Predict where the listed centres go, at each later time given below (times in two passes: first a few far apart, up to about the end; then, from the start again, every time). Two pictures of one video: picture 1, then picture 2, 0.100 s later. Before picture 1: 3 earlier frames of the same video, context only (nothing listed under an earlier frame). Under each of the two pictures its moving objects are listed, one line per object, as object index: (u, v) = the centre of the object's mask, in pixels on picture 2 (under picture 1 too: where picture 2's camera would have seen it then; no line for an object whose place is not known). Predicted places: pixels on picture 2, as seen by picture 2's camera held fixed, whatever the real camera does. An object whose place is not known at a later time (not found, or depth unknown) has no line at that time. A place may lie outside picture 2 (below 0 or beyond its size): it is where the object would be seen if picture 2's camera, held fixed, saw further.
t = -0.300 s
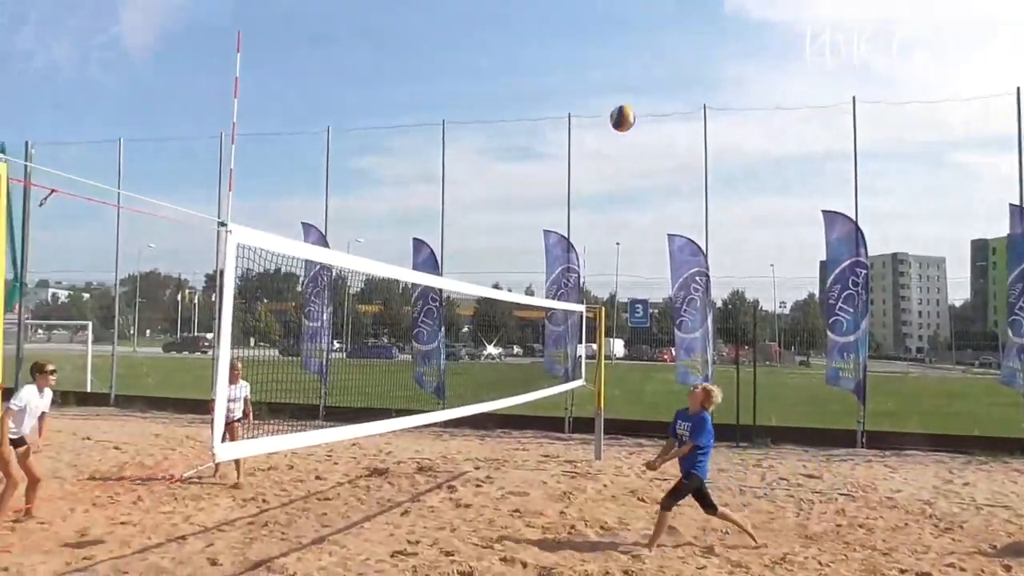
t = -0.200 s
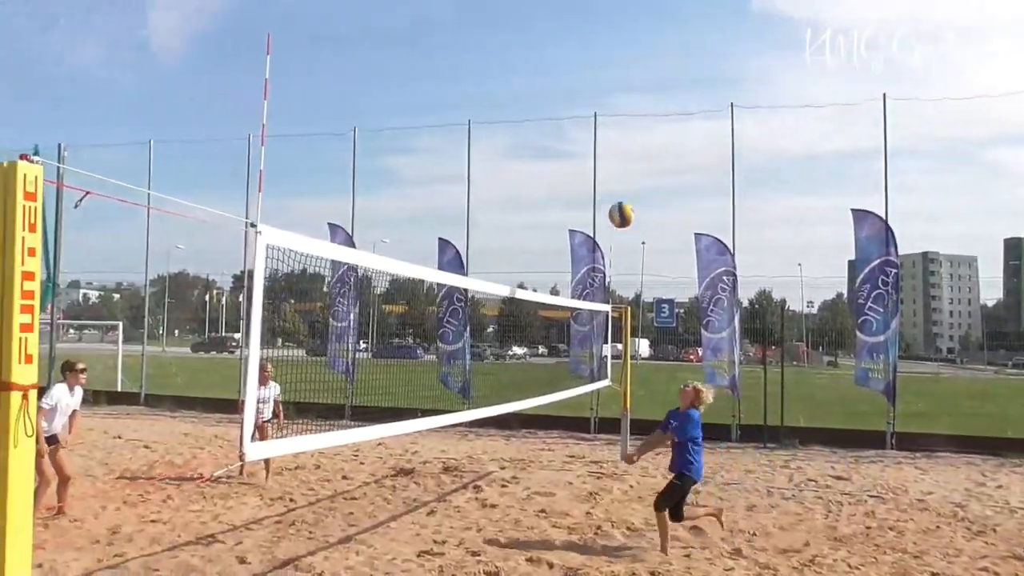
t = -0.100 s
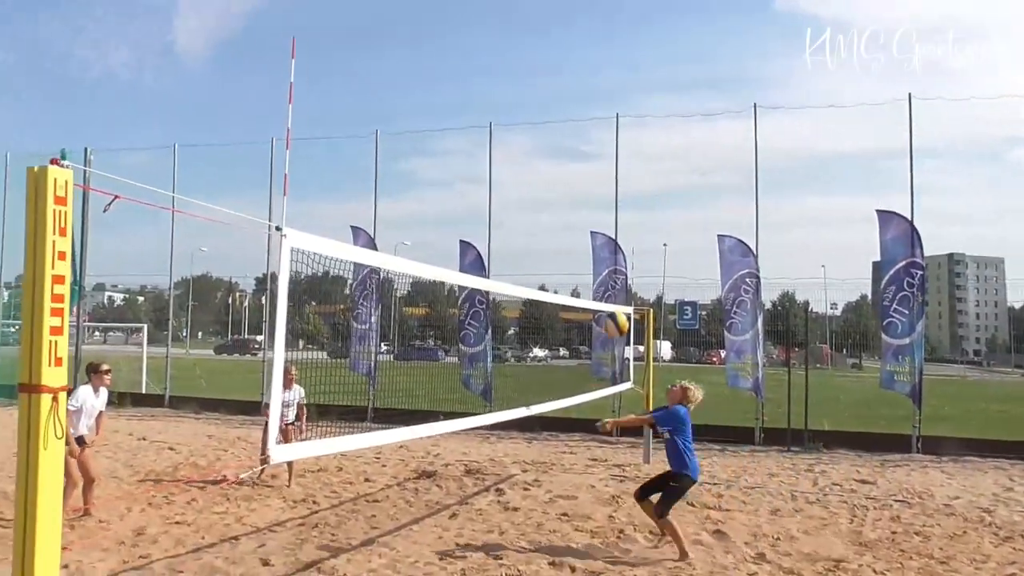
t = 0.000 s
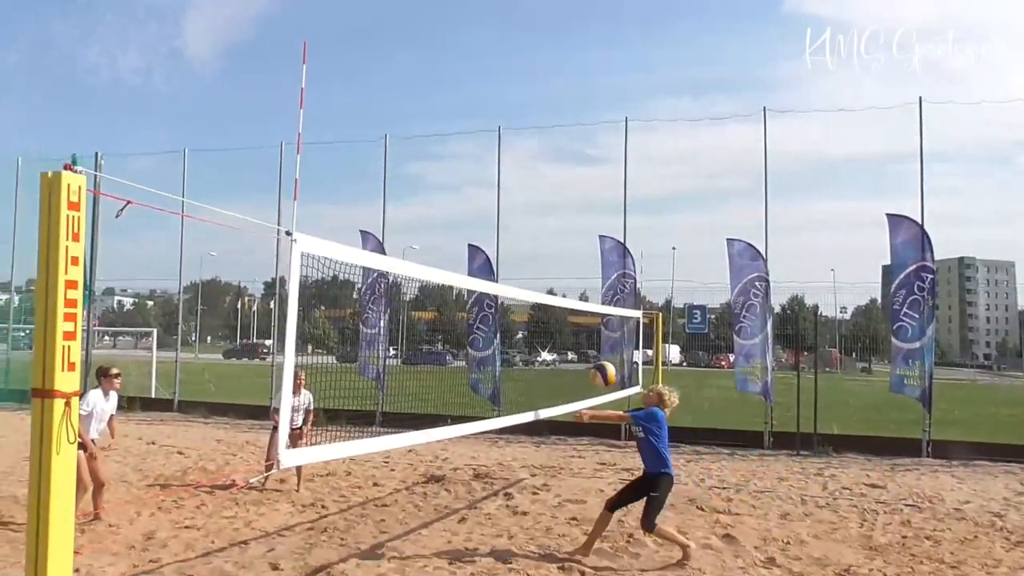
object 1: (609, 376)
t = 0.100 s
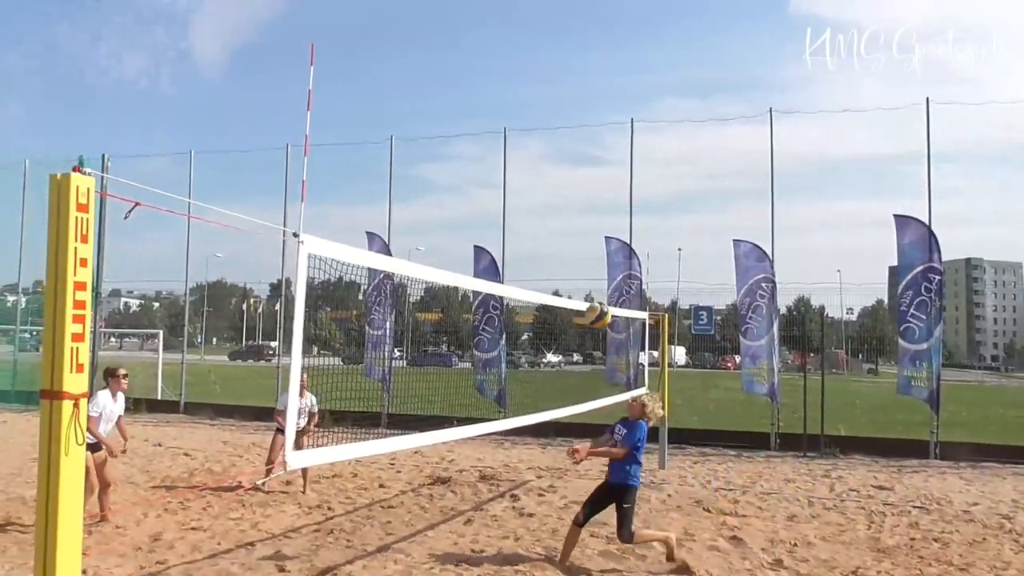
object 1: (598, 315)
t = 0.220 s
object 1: (584, 254)
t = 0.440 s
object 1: (556, 187)
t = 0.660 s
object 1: (524, 177)
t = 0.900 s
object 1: (485, 240)
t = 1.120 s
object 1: (448, 374)
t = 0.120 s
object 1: (595, 303)
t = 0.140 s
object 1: (593, 293)
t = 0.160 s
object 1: (591, 283)
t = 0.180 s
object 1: (589, 273)
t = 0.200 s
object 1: (587, 264)
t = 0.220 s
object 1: (584, 254)
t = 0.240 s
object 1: (582, 246)
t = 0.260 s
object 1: (579, 238)
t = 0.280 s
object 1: (577, 231)
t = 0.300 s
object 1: (574, 224)
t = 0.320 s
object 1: (571, 217)
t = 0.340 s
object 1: (569, 211)
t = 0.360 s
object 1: (567, 205)
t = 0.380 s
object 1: (565, 200)
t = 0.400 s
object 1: (562, 195)
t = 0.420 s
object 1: (559, 191)
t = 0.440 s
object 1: (556, 187)
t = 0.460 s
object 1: (554, 184)
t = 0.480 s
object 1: (551, 181)
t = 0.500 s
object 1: (548, 178)
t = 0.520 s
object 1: (545, 176)
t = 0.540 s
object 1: (543, 175)
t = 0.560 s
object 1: (540, 174)
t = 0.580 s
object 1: (537, 173)
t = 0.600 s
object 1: (534, 173)
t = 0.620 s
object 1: (531, 174)
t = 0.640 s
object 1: (528, 175)
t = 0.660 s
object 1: (524, 177)
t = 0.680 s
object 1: (521, 179)
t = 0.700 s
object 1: (518, 182)
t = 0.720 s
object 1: (515, 185)
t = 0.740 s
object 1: (512, 189)
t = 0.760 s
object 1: (509, 194)
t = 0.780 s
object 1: (506, 198)
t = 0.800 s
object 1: (502, 204)
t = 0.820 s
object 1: (499, 210)
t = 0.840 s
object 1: (496, 217)
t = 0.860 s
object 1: (492, 224)
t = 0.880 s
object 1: (489, 232)
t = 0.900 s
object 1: (485, 240)
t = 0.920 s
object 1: (482, 249)
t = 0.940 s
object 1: (478, 259)
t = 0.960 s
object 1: (475, 267)
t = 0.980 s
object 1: (473, 272)
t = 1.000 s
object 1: (468, 297)
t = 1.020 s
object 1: (465, 304)
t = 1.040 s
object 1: (462, 318)
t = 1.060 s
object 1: (458, 331)
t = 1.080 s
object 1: (454, 344)
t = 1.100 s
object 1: (450, 359)
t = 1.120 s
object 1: (448, 374)
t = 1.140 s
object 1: (443, 392)
